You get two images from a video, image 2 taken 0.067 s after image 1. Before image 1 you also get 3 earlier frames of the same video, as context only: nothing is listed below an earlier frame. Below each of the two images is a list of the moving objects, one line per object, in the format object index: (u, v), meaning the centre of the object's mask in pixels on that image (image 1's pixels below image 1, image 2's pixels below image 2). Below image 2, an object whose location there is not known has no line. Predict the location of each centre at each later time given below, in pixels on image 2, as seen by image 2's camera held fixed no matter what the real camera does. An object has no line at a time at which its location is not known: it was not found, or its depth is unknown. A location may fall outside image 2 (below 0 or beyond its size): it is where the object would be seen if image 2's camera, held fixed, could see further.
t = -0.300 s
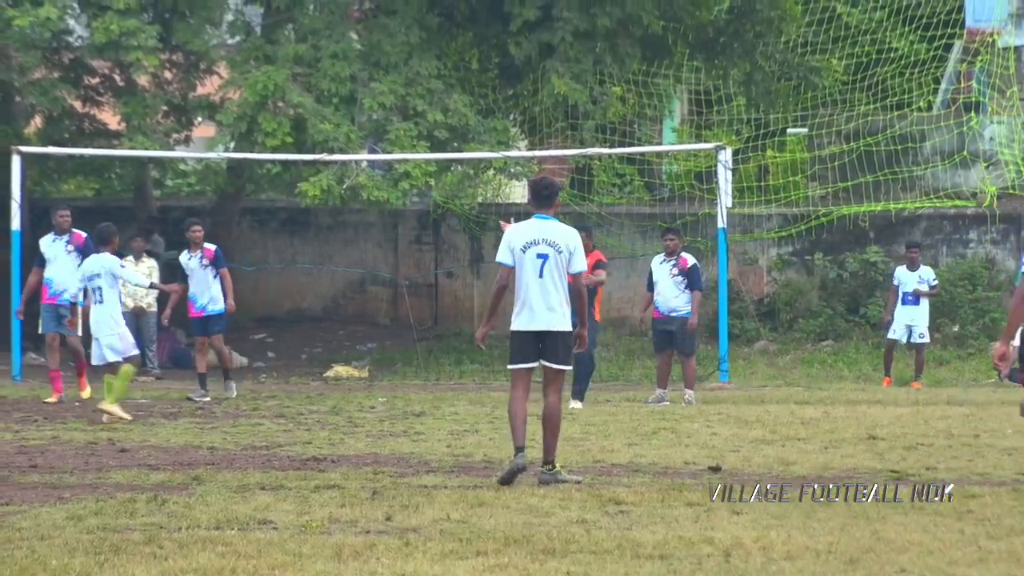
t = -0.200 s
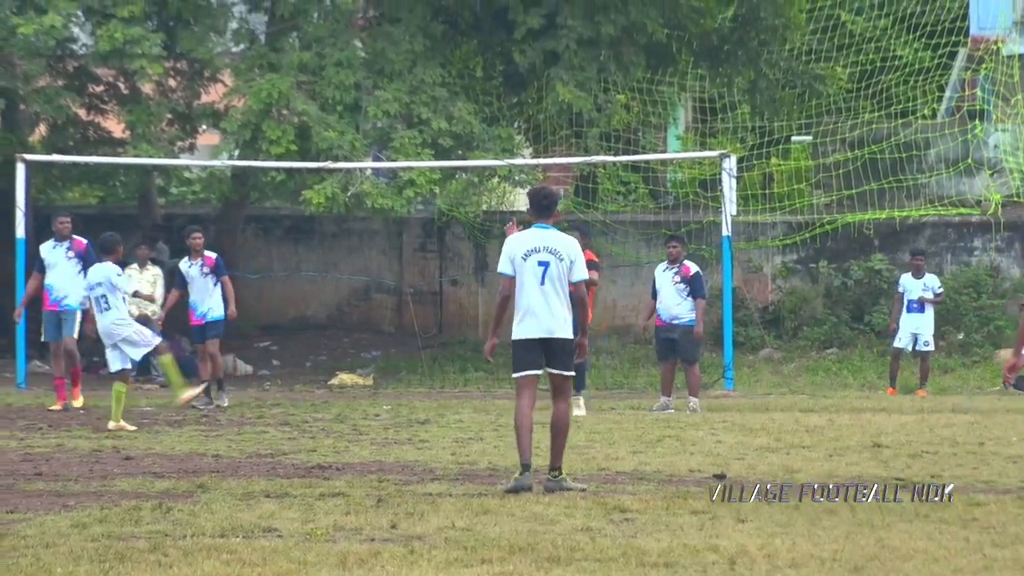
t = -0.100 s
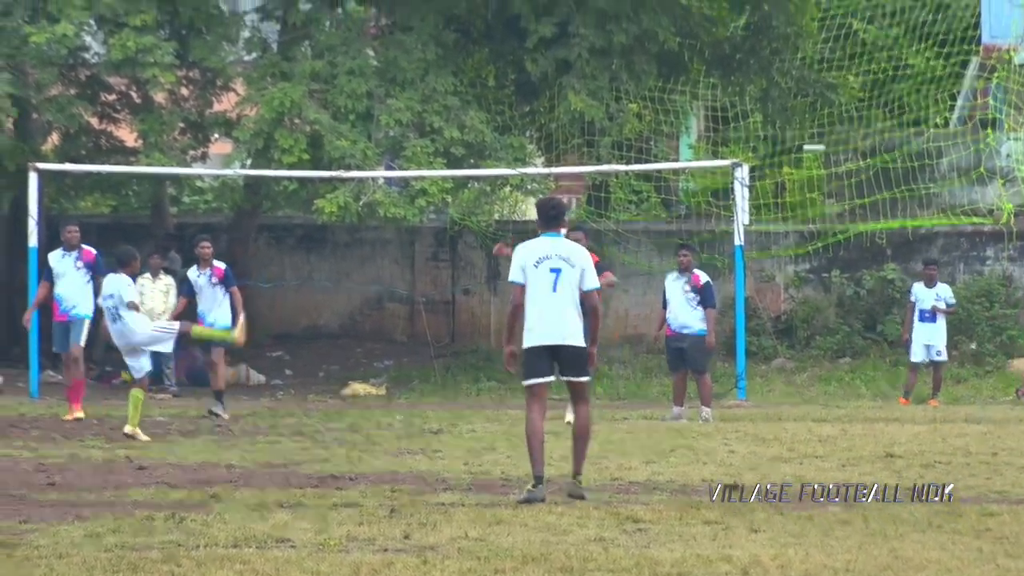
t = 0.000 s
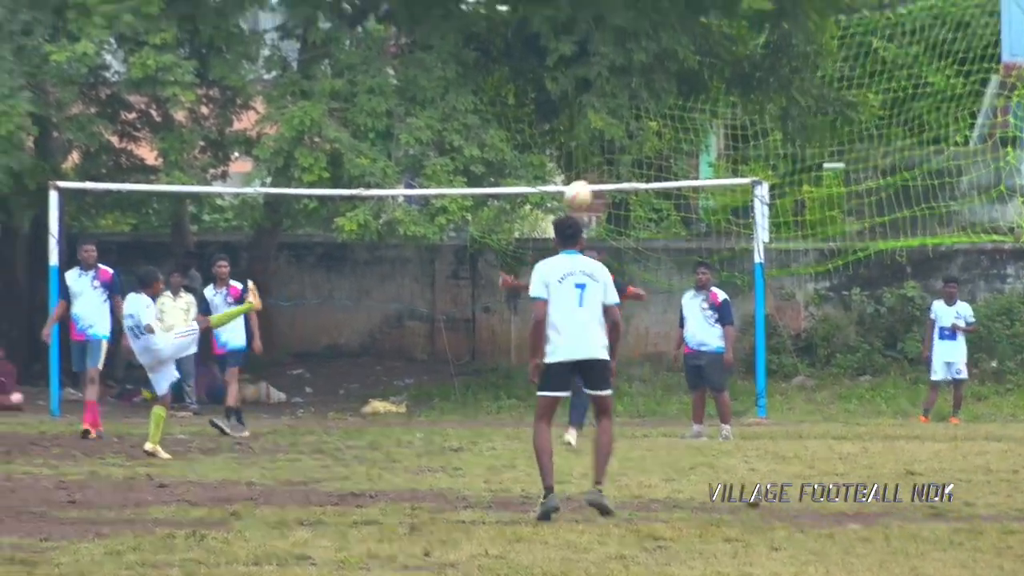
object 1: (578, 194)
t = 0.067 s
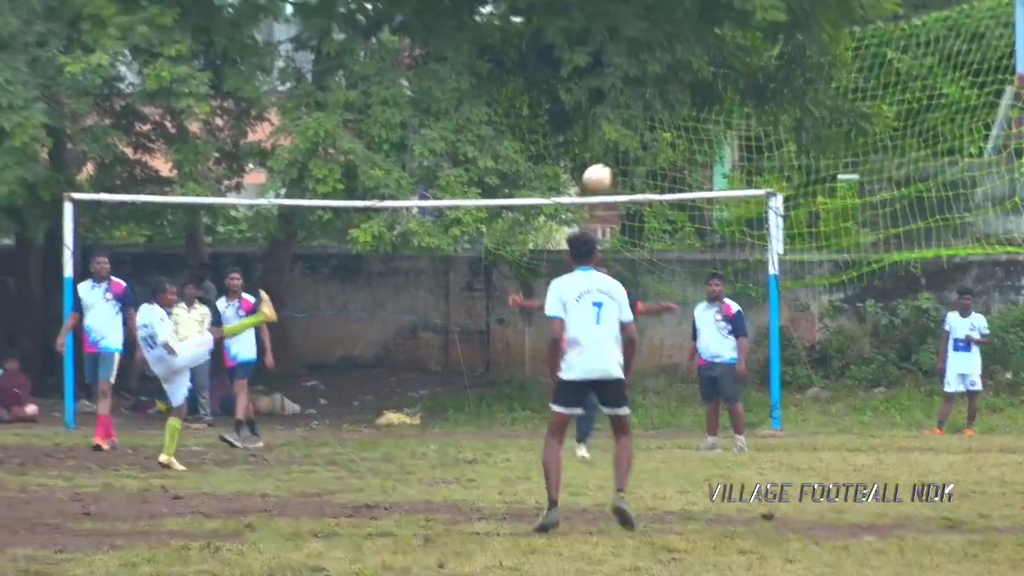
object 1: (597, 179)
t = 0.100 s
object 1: (602, 161)
